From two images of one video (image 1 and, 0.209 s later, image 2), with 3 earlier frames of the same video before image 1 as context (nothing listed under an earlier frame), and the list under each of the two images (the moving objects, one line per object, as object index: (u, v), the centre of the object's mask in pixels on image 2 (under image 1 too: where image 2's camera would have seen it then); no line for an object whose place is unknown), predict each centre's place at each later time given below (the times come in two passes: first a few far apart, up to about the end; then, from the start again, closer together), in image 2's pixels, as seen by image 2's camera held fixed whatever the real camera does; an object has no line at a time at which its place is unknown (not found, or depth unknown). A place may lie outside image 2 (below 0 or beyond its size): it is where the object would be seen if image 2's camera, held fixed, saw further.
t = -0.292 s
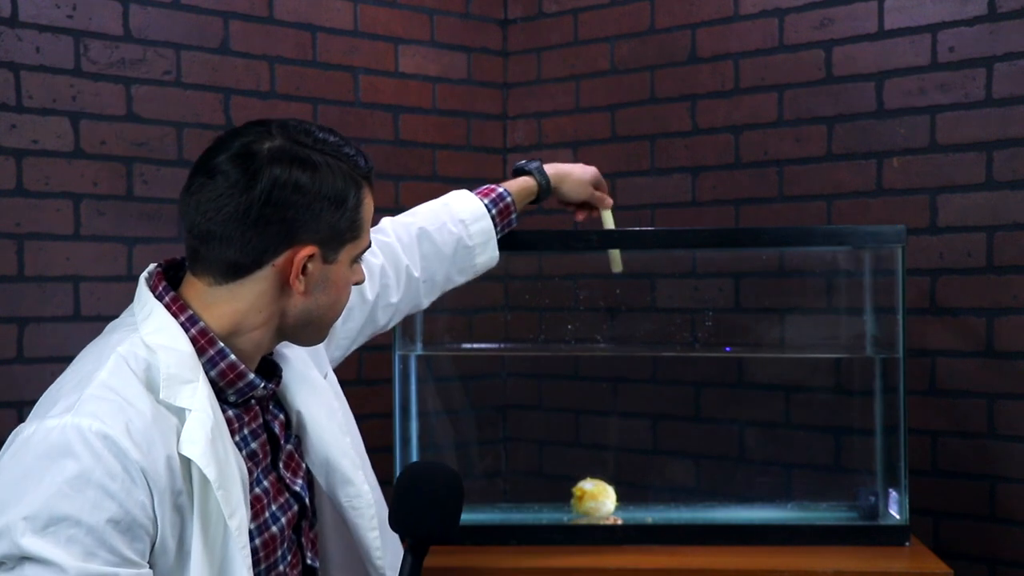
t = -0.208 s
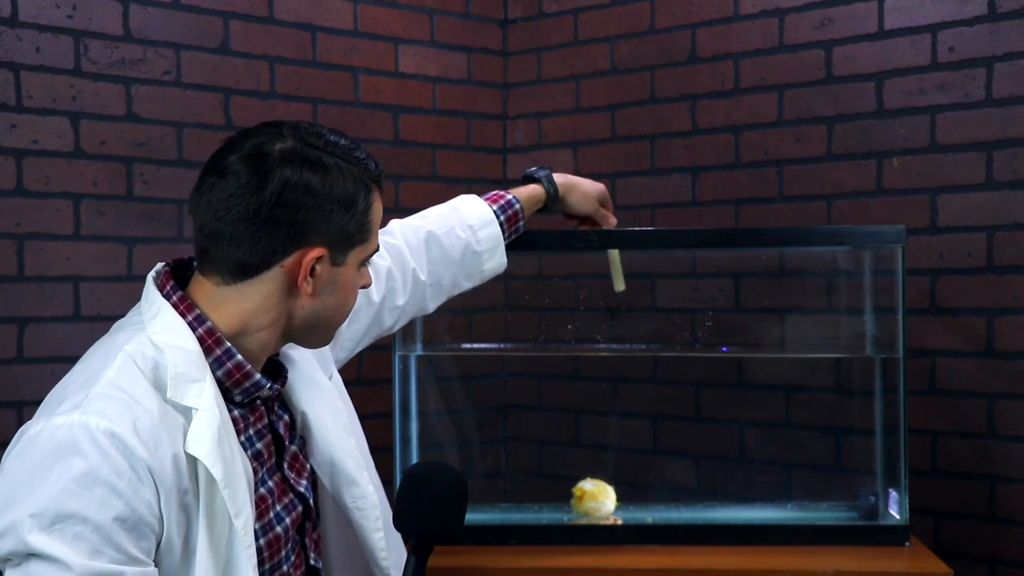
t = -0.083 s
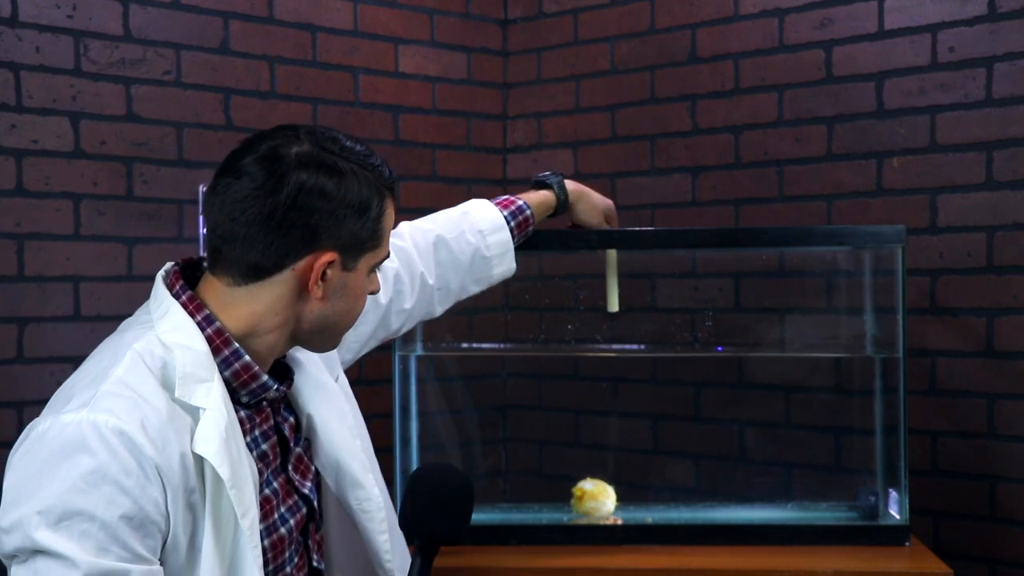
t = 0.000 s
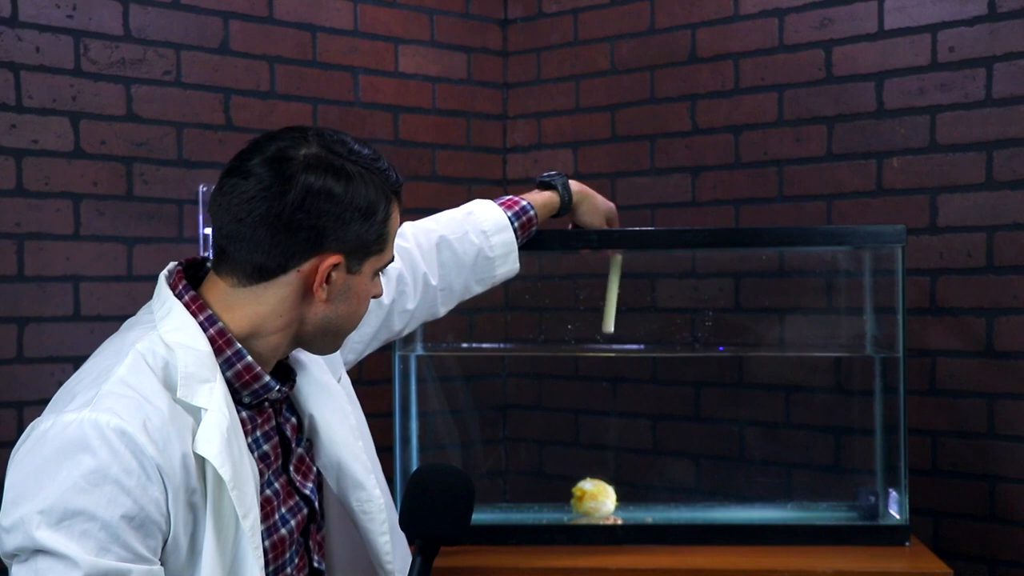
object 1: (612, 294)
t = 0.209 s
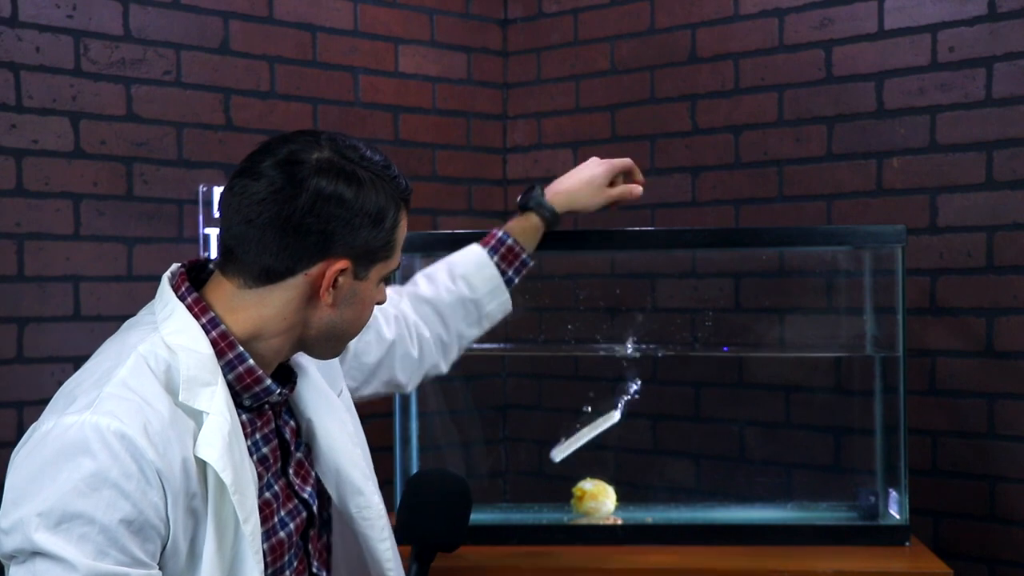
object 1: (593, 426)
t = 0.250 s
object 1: (588, 436)
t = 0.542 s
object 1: (492, 513)
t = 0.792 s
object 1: (446, 520)
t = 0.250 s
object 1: (588, 436)
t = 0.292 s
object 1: (588, 440)
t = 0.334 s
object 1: (546, 474)
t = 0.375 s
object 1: (533, 483)
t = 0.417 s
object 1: (534, 488)
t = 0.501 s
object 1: (501, 507)
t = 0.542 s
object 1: (492, 513)
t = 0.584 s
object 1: (482, 518)
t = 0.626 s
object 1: (470, 520)
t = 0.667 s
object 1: (461, 520)
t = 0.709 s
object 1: (456, 520)
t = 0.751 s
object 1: (450, 520)
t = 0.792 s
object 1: (446, 520)
